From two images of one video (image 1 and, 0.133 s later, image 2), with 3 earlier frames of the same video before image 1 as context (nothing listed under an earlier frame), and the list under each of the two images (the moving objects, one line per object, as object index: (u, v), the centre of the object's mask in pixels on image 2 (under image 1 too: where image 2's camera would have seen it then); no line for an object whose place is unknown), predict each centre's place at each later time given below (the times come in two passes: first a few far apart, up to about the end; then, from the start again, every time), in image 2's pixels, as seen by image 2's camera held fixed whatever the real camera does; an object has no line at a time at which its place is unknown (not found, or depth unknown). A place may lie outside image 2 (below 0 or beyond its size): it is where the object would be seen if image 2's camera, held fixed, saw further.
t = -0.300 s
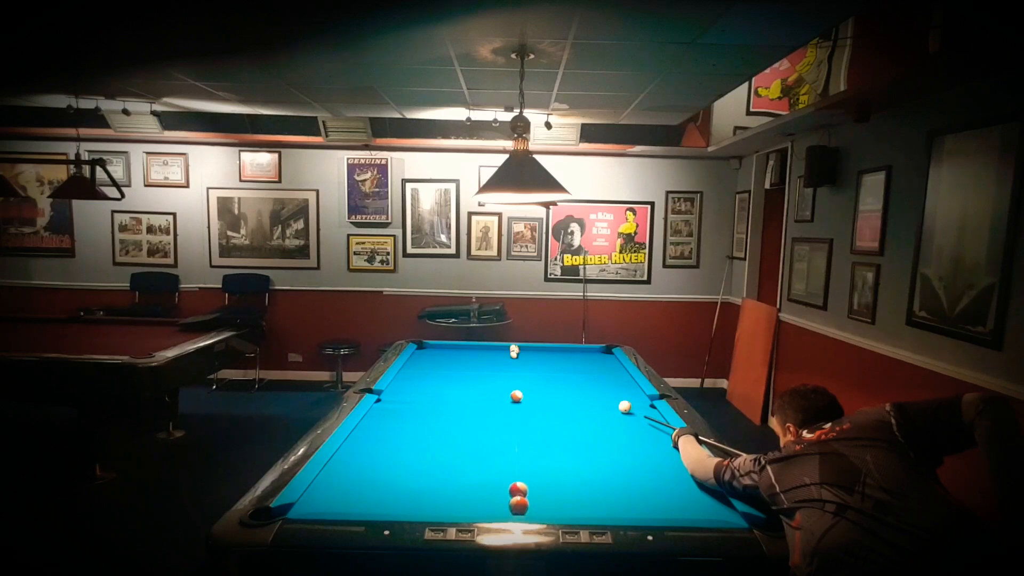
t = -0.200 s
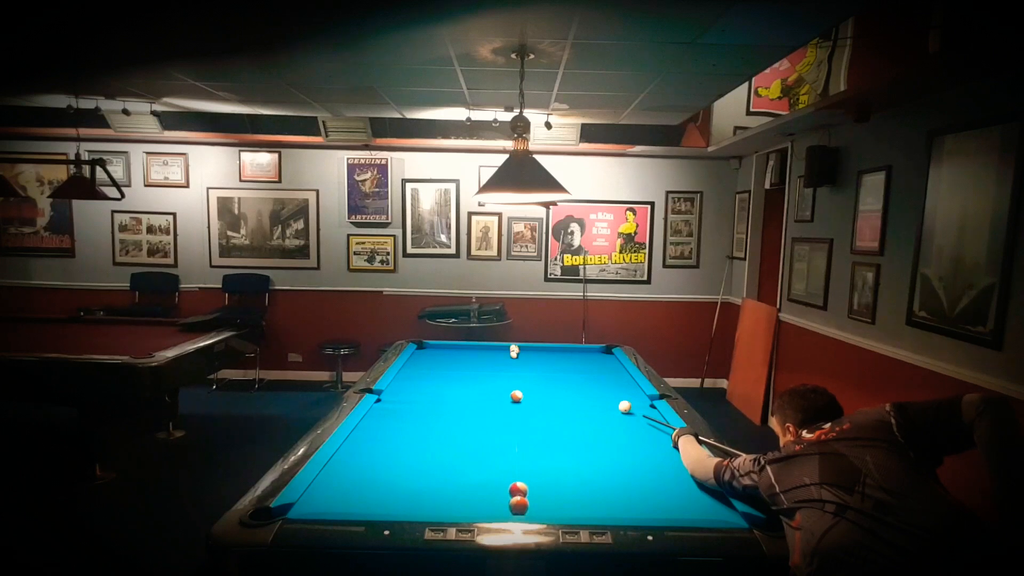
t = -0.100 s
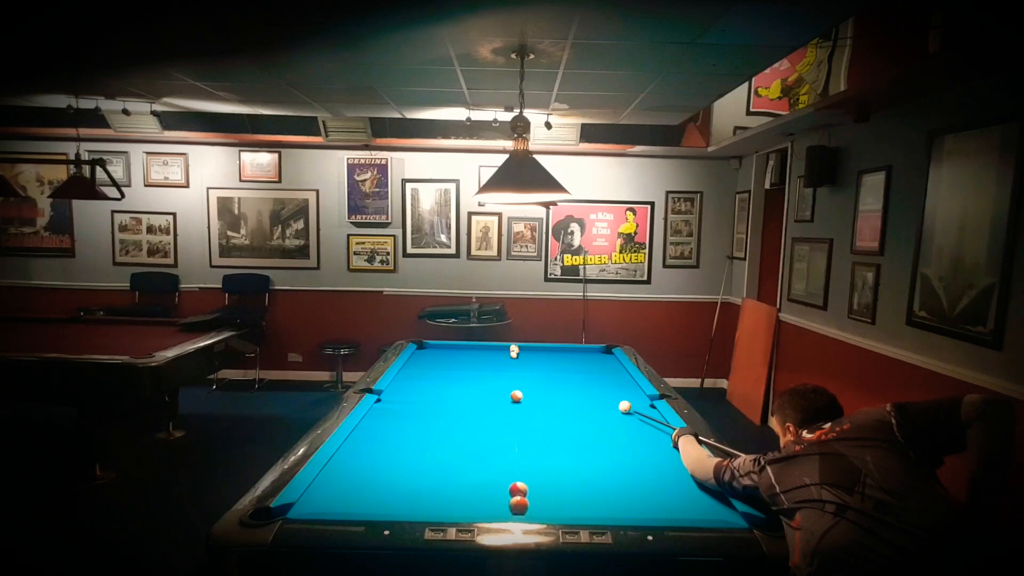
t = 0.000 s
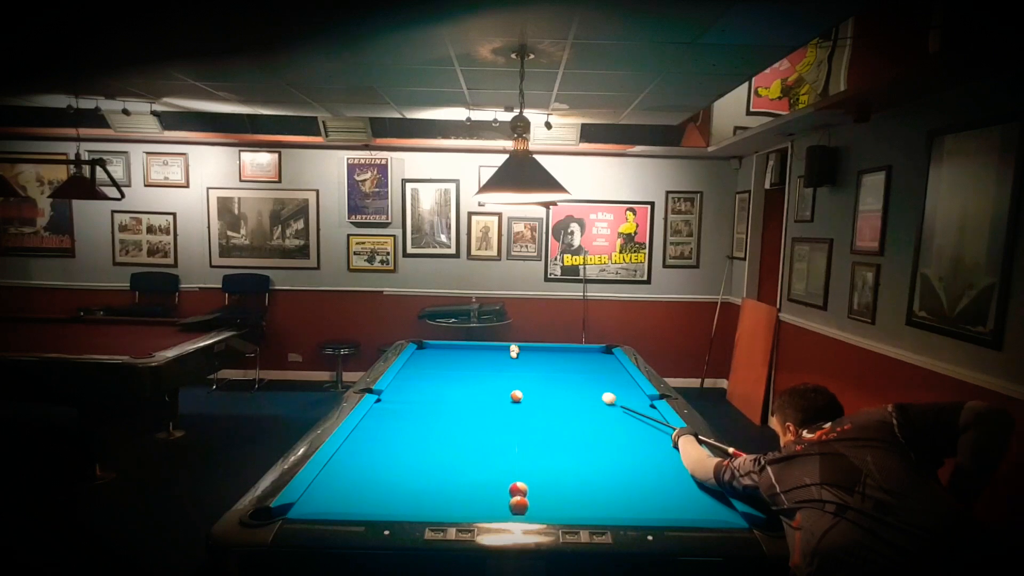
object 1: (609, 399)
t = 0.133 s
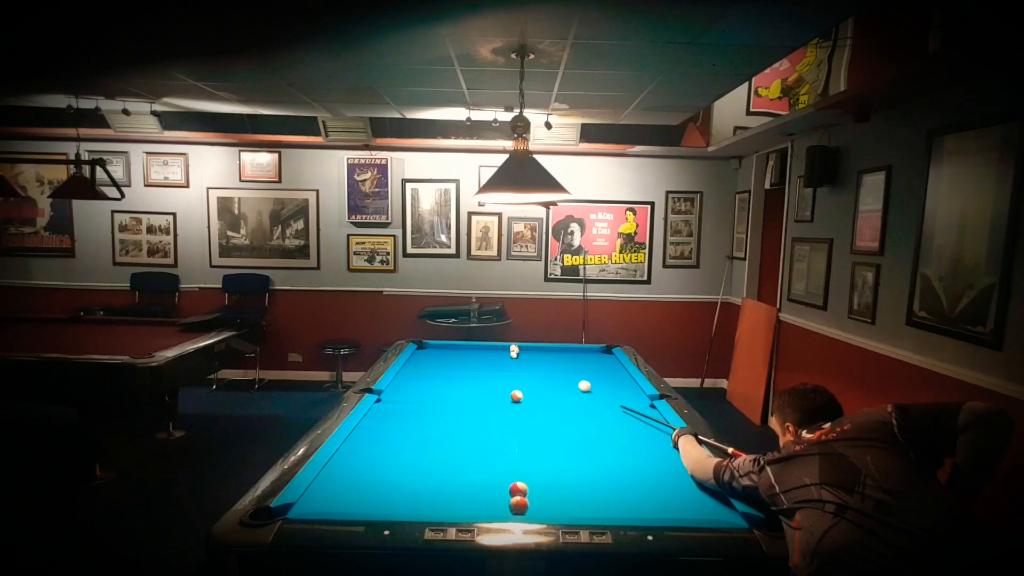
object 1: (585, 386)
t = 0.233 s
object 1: (571, 379)
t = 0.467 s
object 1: (545, 366)
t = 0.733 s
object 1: (525, 354)
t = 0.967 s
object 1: (529, 349)
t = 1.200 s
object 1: (534, 353)
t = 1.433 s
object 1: (538, 357)
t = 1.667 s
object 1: (543, 361)
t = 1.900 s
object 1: (548, 365)
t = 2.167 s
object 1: (554, 370)
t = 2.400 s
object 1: (559, 374)
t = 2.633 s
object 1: (564, 378)
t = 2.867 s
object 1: (570, 382)
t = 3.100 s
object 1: (575, 386)
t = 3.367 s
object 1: (581, 391)
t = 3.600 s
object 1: (587, 395)
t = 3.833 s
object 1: (592, 400)
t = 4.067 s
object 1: (597, 404)
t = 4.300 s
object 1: (603, 408)
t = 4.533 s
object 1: (608, 412)
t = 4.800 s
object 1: (613, 416)
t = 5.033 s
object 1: (618, 420)
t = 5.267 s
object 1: (623, 424)
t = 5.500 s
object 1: (627, 427)
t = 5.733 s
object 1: (632, 431)
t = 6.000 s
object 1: (637, 434)
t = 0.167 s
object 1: (580, 384)
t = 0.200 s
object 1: (575, 381)
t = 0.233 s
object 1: (571, 379)
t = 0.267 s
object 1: (566, 377)
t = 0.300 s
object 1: (562, 375)
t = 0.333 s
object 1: (559, 373)
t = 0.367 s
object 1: (555, 371)
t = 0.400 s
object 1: (551, 369)
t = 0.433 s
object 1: (548, 367)
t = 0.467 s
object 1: (545, 366)
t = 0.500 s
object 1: (541, 364)
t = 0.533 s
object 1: (538, 362)
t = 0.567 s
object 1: (535, 361)
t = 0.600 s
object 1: (532, 359)
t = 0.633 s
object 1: (529, 358)
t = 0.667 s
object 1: (526, 356)
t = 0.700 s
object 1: (524, 355)
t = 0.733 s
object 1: (525, 354)
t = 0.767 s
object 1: (526, 353)
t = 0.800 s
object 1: (527, 352)
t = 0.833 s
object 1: (527, 350)
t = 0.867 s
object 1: (527, 350)
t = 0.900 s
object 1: (528, 348)
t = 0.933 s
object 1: (528, 348)
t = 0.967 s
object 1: (529, 349)
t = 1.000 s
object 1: (530, 350)
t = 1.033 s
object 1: (530, 350)
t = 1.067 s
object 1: (531, 351)
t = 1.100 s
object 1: (532, 351)
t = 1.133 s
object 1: (532, 352)
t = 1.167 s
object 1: (533, 352)
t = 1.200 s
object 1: (534, 353)
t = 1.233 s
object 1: (534, 353)
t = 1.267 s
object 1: (535, 354)
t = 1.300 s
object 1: (536, 355)
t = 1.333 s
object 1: (536, 355)
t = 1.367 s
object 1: (537, 356)
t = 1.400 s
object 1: (538, 356)
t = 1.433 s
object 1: (538, 357)
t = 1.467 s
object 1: (539, 357)
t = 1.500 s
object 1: (540, 358)
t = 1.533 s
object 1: (541, 358)
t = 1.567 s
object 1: (541, 359)
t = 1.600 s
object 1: (542, 360)
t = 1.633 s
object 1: (543, 360)
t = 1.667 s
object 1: (543, 361)
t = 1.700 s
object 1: (544, 361)
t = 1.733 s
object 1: (545, 362)
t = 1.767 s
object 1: (545, 362)
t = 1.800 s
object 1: (546, 363)
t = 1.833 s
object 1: (547, 364)
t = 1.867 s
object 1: (548, 364)
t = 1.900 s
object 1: (548, 365)
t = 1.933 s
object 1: (549, 365)
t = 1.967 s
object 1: (550, 366)
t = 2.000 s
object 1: (550, 367)
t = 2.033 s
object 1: (551, 367)
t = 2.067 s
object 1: (552, 368)
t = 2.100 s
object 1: (553, 368)
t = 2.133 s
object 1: (553, 369)
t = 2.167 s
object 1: (554, 370)
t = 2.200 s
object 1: (555, 370)
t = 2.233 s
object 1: (556, 371)
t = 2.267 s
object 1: (556, 371)
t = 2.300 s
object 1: (557, 372)
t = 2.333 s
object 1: (558, 372)
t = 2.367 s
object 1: (559, 373)
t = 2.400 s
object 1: (559, 374)
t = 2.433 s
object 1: (560, 374)
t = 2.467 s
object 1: (561, 375)
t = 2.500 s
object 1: (561, 375)
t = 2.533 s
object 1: (562, 376)
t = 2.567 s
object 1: (563, 377)
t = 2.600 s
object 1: (564, 377)
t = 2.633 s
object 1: (564, 378)
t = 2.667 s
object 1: (565, 378)
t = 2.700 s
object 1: (566, 379)
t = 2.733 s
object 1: (567, 380)
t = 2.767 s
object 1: (568, 380)
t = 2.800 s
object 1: (568, 381)
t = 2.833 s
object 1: (569, 382)
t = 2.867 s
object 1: (570, 382)
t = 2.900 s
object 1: (570, 383)
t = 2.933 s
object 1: (571, 383)
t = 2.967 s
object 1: (572, 384)
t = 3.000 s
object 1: (573, 384)
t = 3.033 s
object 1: (574, 385)
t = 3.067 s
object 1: (574, 386)
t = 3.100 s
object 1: (575, 386)
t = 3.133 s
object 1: (576, 387)
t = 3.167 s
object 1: (577, 388)
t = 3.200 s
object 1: (577, 388)
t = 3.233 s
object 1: (578, 389)
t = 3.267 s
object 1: (579, 389)
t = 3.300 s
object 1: (580, 390)
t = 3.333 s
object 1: (581, 390)
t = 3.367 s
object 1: (581, 391)
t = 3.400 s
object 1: (582, 392)
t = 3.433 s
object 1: (583, 392)
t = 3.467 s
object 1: (584, 393)
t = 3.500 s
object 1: (584, 394)
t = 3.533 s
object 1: (585, 394)
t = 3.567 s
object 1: (586, 395)
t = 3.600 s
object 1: (587, 395)
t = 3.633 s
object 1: (587, 396)
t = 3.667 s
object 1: (588, 397)
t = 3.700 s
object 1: (589, 397)
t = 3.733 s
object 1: (590, 398)
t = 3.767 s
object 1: (590, 398)
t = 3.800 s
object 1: (591, 399)
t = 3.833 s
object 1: (592, 400)
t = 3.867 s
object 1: (593, 400)
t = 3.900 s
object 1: (593, 401)
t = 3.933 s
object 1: (594, 401)
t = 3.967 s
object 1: (595, 402)
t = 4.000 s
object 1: (596, 403)
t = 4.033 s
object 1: (596, 403)
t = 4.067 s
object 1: (597, 404)
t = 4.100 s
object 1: (598, 404)
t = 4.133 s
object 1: (599, 405)
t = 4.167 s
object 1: (600, 406)
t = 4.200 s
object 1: (600, 406)
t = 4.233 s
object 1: (601, 407)
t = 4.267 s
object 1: (602, 408)
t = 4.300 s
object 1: (603, 408)
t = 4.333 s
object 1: (603, 409)
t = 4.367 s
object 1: (604, 409)
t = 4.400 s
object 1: (605, 410)
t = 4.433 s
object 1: (605, 410)
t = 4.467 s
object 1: (606, 411)
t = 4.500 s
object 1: (607, 411)
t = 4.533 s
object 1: (608, 412)
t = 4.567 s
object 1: (608, 413)
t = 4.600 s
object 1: (609, 413)
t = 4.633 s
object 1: (610, 414)
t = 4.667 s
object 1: (610, 414)
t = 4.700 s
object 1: (611, 415)
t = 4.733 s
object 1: (612, 415)
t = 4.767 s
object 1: (613, 416)
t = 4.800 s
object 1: (613, 416)
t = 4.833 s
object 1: (614, 417)
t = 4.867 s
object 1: (615, 418)
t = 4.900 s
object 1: (615, 418)
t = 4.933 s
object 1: (616, 419)
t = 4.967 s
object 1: (617, 419)
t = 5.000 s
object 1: (617, 420)
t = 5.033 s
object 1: (618, 420)
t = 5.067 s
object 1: (619, 421)
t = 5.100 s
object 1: (619, 421)
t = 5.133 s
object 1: (620, 422)
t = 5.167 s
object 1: (621, 422)
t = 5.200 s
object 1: (621, 423)
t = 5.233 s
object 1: (622, 423)
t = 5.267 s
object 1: (623, 424)
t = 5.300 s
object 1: (623, 424)
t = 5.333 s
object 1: (624, 425)
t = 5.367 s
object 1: (625, 425)
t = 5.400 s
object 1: (625, 426)
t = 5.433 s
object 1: (626, 426)
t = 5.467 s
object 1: (627, 427)
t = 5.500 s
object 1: (627, 427)
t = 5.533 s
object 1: (628, 428)
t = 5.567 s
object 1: (629, 428)
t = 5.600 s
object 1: (629, 428)
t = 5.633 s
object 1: (630, 429)
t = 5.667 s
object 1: (631, 430)
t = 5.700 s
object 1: (631, 430)
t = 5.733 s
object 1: (632, 431)
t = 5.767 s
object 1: (632, 430)
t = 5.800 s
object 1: (633, 432)
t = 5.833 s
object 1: (634, 432)
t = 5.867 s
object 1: (634, 432)
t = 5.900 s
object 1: (634, 432)
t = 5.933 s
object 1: (635, 433)
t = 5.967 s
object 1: (636, 434)
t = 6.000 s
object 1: (637, 434)
